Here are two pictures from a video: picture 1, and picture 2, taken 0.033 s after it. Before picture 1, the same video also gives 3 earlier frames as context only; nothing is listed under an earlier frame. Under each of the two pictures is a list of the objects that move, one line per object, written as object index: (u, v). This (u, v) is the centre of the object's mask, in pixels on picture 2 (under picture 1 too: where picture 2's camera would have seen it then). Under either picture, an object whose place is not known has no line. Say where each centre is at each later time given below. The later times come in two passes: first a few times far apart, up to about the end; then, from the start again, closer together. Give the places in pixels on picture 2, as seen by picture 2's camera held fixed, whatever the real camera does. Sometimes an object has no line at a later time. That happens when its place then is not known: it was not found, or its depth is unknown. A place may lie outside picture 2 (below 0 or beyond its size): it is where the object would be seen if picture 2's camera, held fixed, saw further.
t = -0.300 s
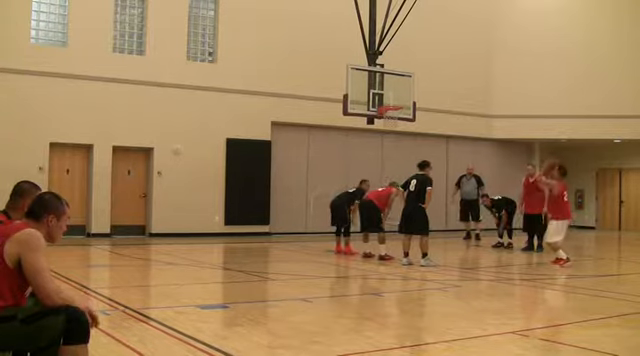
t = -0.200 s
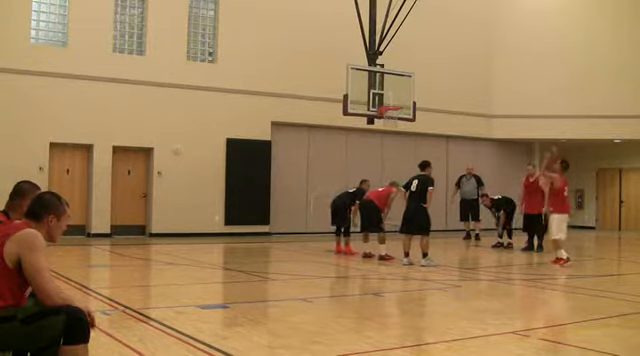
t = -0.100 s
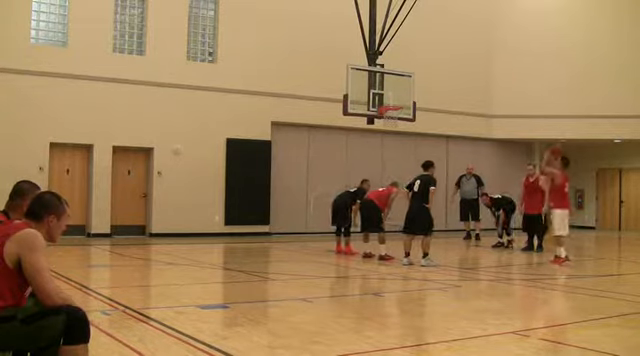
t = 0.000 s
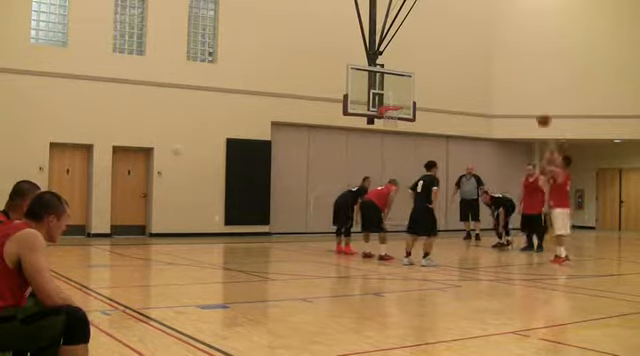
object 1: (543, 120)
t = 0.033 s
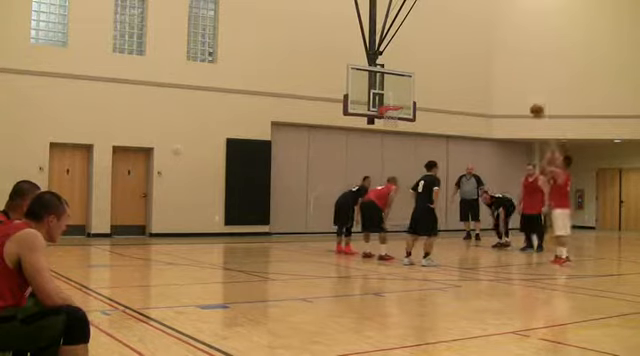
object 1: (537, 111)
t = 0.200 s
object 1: (505, 76)
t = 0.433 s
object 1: (463, 55)
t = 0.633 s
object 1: (432, 58)
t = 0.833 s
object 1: (404, 80)
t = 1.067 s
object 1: (387, 101)
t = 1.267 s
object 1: (398, 93)
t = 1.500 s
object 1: (415, 100)
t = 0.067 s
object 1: (530, 102)
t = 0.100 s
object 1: (524, 94)
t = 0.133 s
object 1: (517, 87)
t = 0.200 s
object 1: (505, 76)
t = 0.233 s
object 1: (498, 71)
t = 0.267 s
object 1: (492, 66)
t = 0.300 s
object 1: (486, 63)
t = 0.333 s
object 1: (481, 60)
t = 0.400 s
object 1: (469, 55)
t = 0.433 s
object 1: (463, 55)
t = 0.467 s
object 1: (458, 54)
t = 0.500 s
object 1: (453, 53)
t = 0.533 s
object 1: (448, 54)
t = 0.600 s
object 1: (437, 56)
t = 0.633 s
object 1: (432, 58)
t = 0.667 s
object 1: (427, 61)
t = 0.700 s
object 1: (422, 64)
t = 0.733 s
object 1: (418, 67)
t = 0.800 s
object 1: (408, 75)
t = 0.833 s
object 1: (404, 80)
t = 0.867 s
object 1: (399, 85)
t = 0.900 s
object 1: (394, 91)
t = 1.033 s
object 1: (387, 101)
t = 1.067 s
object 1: (387, 101)
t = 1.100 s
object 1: (387, 100)
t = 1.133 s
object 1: (389, 98)
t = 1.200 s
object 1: (392, 95)
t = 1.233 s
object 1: (395, 94)
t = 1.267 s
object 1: (398, 93)
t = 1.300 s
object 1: (400, 92)
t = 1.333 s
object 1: (402, 93)
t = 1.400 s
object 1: (407, 94)
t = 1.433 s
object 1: (410, 96)
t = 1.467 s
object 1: (412, 98)
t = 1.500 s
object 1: (415, 100)
